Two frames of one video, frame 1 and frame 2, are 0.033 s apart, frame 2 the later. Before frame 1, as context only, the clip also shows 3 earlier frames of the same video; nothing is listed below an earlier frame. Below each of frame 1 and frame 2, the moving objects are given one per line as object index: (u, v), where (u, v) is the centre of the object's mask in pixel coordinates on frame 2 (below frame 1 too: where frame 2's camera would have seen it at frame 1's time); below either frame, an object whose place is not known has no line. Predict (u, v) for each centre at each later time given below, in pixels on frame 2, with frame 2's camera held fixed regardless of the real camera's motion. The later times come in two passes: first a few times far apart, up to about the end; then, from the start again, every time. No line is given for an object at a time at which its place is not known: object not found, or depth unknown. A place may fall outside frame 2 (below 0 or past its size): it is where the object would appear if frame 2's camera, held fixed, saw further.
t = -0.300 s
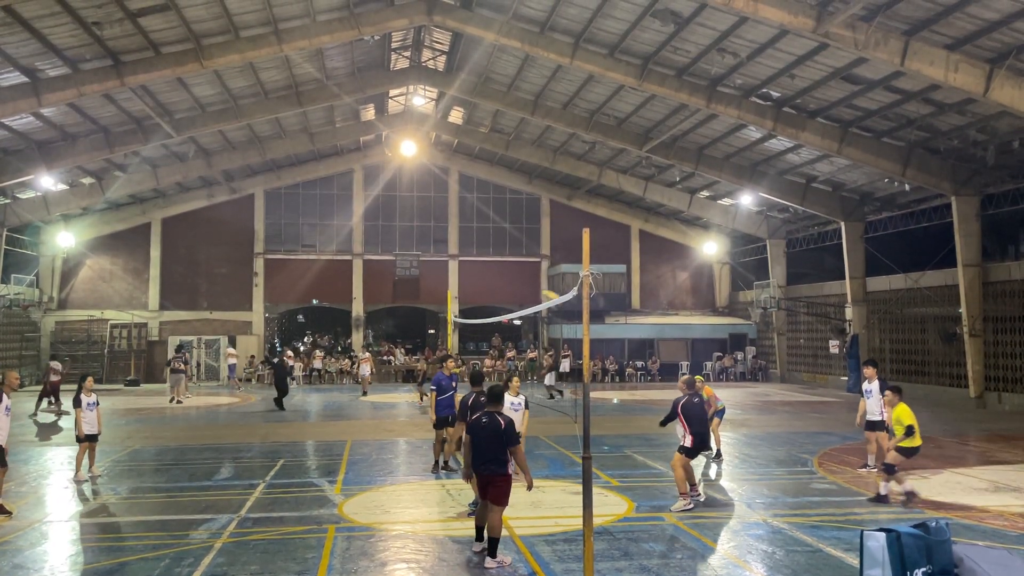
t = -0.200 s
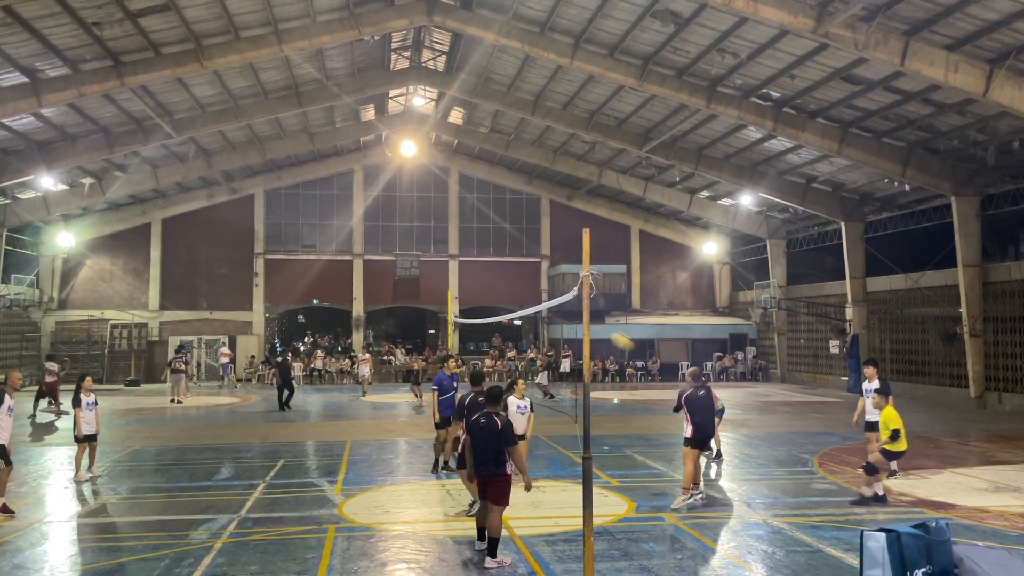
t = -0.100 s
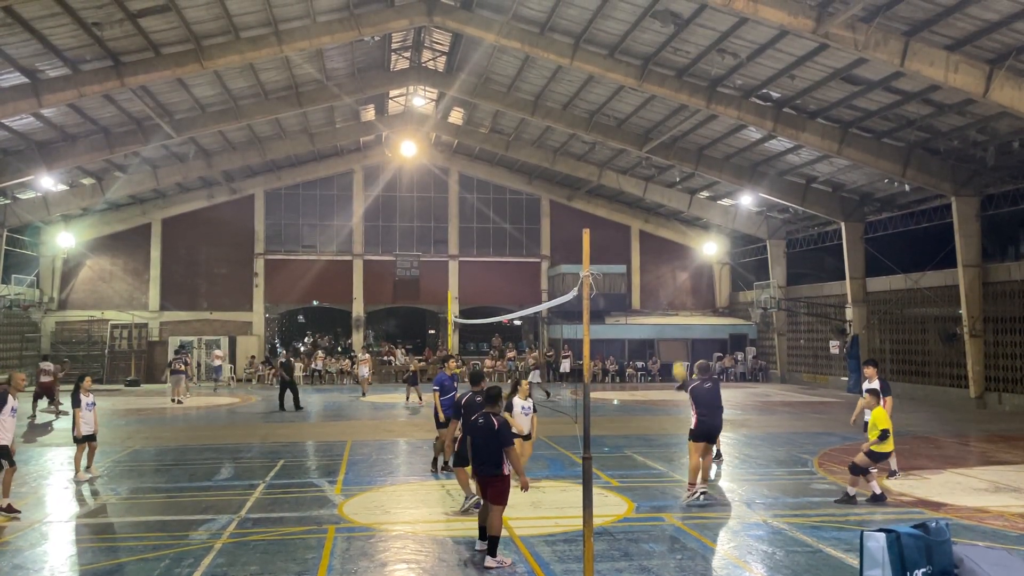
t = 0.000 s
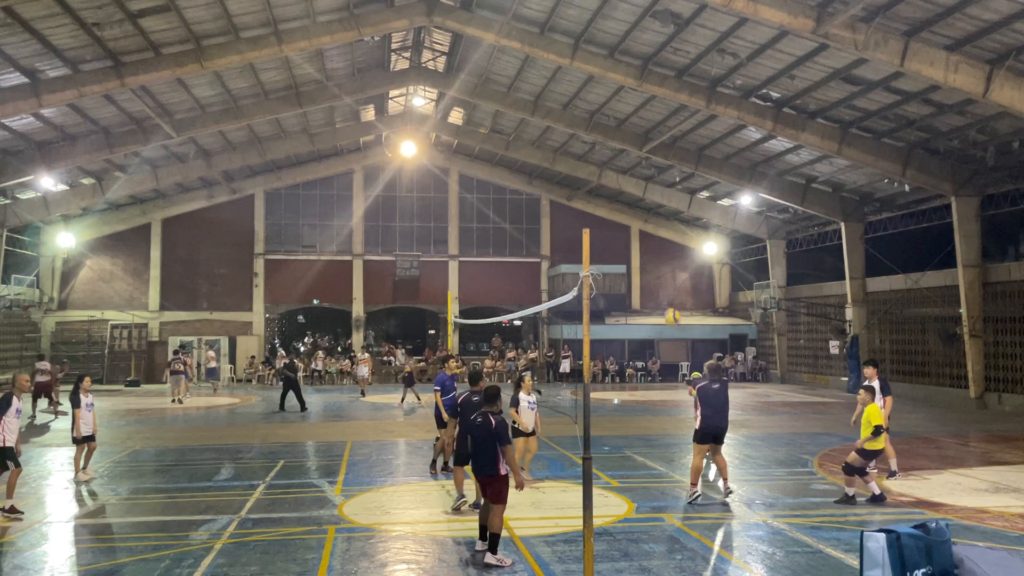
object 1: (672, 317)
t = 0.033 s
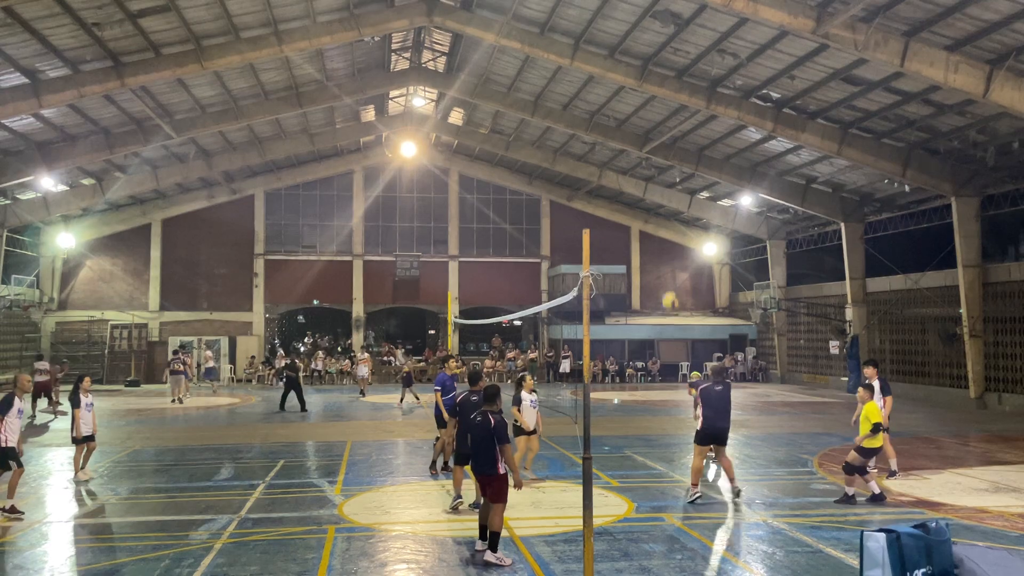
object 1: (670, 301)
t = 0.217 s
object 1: (657, 224)
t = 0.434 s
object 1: (645, 165)
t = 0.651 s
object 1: (631, 138)
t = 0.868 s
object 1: (617, 147)
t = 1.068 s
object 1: (604, 186)
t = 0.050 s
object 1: (669, 293)
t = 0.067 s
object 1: (667, 284)
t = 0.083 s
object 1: (666, 277)
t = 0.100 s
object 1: (665, 270)
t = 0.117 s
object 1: (664, 263)
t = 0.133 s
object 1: (663, 256)
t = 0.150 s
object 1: (662, 250)
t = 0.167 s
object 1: (661, 244)
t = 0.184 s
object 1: (660, 237)
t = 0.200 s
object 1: (658, 230)
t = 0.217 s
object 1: (657, 224)
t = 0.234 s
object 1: (656, 218)
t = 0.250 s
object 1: (655, 213)
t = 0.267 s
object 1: (654, 207)
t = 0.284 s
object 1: (653, 203)
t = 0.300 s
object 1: (652, 197)
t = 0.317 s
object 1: (651, 193)
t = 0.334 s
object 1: (650, 188)
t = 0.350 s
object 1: (649, 183)
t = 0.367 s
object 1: (648, 179)
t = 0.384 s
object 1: (647, 175)
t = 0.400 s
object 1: (647, 172)
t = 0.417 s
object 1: (646, 169)
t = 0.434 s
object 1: (645, 165)
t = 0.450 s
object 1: (644, 162)
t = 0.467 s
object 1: (642, 158)
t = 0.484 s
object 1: (641, 155)
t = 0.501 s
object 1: (640, 153)
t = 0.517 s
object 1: (639, 151)
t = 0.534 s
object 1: (638, 148)
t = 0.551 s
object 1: (637, 146)
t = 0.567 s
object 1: (635, 144)
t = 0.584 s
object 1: (634, 143)
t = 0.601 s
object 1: (634, 141)
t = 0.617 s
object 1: (633, 140)
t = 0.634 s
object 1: (632, 139)
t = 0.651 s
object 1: (631, 138)
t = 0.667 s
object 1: (630, 138)
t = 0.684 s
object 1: (628, 137)
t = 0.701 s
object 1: (627, 137)
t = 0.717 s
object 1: (626, 137)
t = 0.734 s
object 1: (625, 138)
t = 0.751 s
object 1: (625, 138)
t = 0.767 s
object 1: (624, 139)
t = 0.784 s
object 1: (622, 140)
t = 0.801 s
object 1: (622, 141)
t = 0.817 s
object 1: (620, 142)
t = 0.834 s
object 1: (619, 144)
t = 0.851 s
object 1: (618, 145)
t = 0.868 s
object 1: (617, 147)
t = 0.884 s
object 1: (616, 149)
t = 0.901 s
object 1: (615, 151)
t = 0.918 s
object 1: (614, 154)
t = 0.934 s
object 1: (612, 157)
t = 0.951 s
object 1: (611, 160)
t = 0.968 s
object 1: (610, 162)
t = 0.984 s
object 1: (609, 165)
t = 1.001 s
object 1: (608, 169)
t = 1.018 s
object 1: (607, 172)
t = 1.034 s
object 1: (606, 177)
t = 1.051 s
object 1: (605, 181)
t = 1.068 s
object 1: (604, 186)
